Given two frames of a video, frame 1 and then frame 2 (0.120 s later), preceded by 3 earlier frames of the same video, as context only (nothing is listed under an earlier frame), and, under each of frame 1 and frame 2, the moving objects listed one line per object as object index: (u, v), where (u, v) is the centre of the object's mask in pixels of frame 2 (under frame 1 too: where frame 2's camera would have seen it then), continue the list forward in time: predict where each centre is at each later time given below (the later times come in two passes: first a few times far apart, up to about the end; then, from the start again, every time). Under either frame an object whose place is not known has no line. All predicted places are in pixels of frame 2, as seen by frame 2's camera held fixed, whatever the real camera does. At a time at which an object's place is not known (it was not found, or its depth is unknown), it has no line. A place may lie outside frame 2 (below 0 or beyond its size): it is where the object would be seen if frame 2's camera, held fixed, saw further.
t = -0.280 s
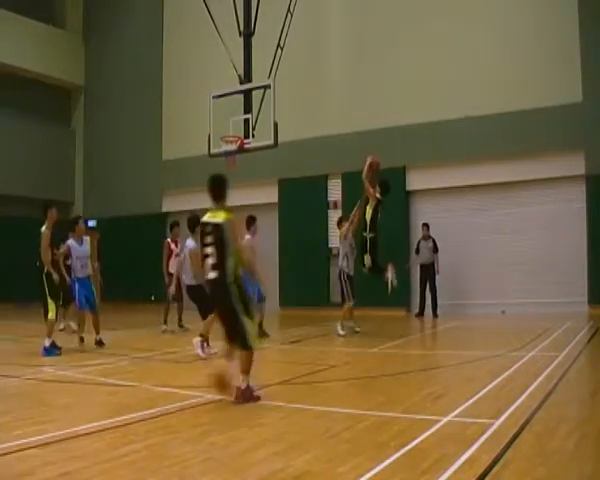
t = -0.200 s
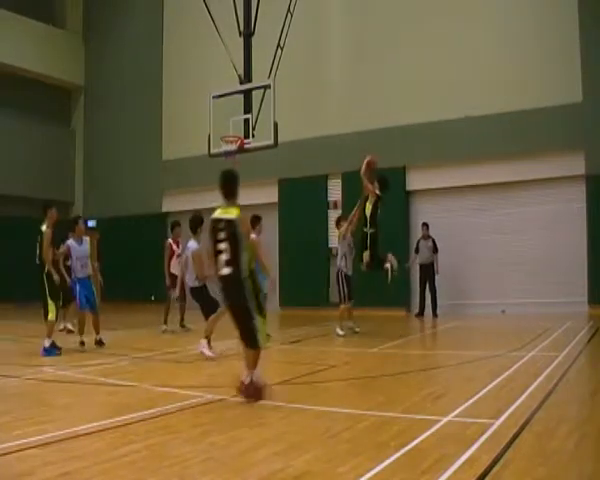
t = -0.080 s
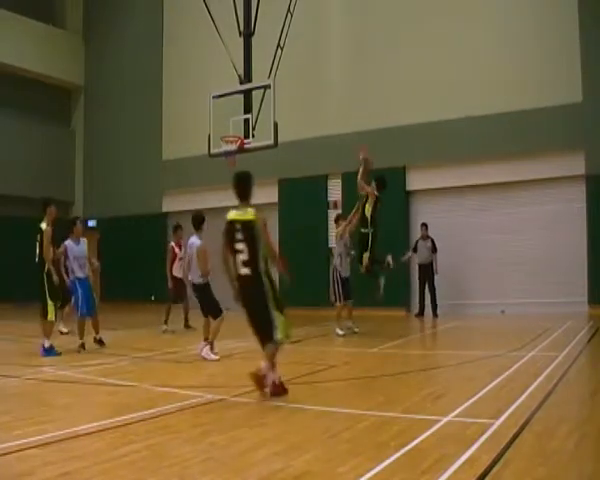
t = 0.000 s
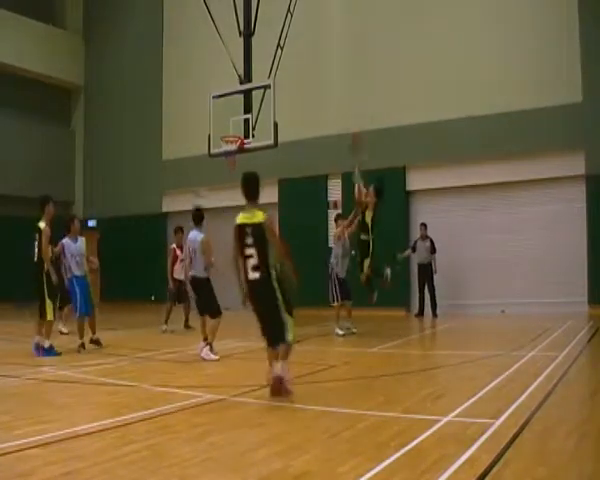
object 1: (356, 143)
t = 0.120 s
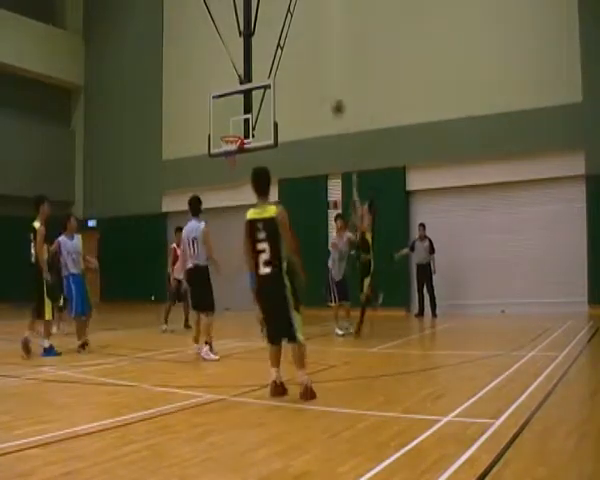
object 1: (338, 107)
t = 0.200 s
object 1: (326, 92)
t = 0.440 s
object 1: (295, 75)
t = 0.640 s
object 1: (272, 87)
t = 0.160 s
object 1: (332, 99)
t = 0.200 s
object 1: (326, 92)
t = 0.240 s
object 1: (321, 87)
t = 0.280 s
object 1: (315, 83)
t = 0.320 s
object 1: (309, 78)
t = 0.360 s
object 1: (305, 76)
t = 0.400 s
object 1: (300, 74)
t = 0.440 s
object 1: (295, 75)
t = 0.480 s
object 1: (290, 75)
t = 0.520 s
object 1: (285, 77)
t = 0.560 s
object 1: (280, 80)
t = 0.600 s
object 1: (275, 83)
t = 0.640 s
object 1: (272, 87)
